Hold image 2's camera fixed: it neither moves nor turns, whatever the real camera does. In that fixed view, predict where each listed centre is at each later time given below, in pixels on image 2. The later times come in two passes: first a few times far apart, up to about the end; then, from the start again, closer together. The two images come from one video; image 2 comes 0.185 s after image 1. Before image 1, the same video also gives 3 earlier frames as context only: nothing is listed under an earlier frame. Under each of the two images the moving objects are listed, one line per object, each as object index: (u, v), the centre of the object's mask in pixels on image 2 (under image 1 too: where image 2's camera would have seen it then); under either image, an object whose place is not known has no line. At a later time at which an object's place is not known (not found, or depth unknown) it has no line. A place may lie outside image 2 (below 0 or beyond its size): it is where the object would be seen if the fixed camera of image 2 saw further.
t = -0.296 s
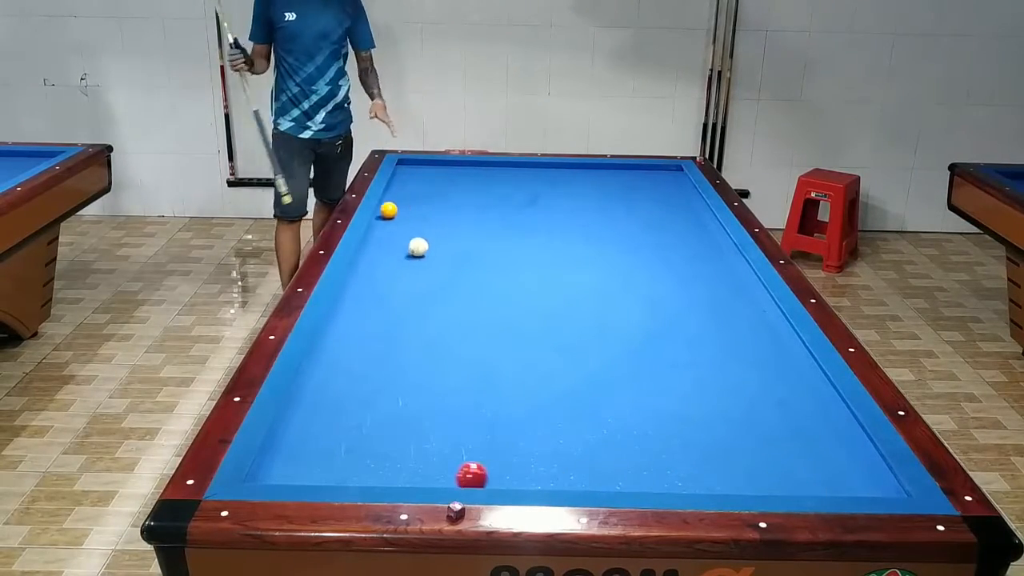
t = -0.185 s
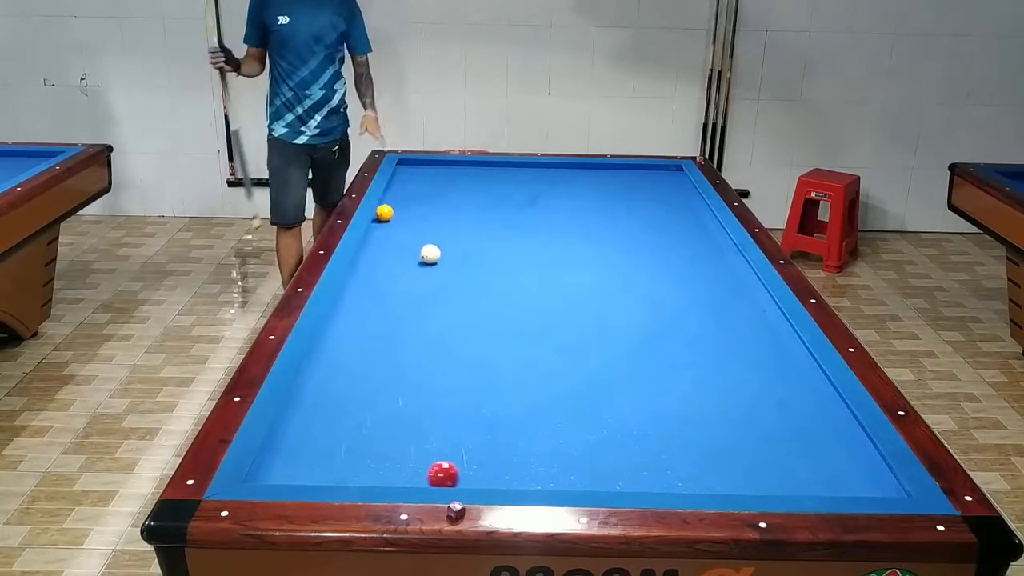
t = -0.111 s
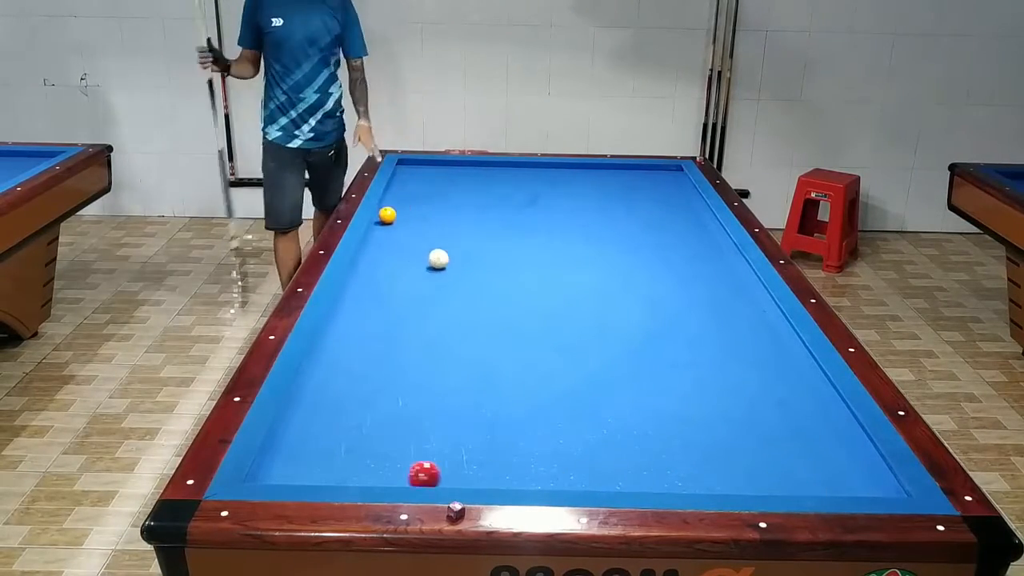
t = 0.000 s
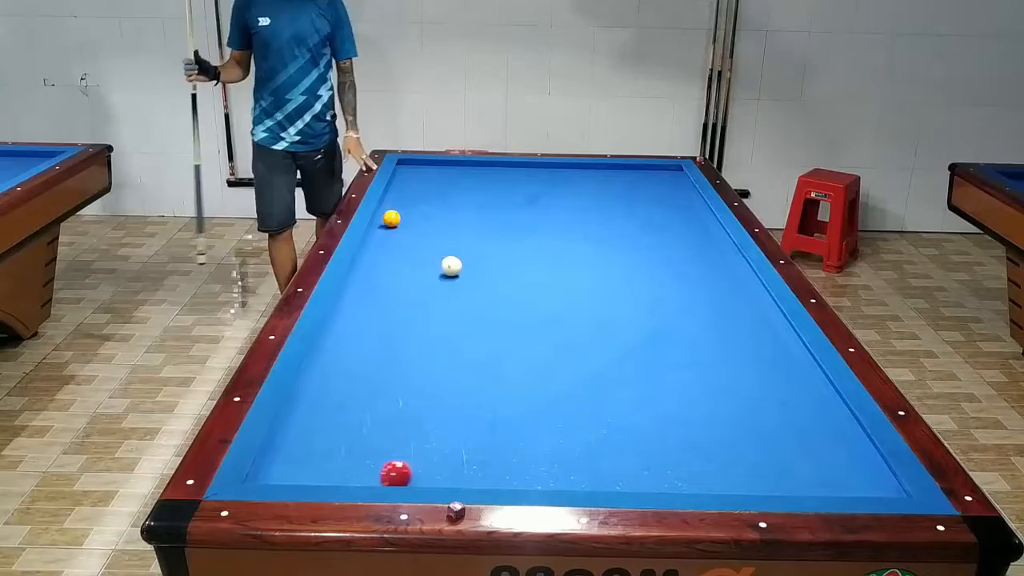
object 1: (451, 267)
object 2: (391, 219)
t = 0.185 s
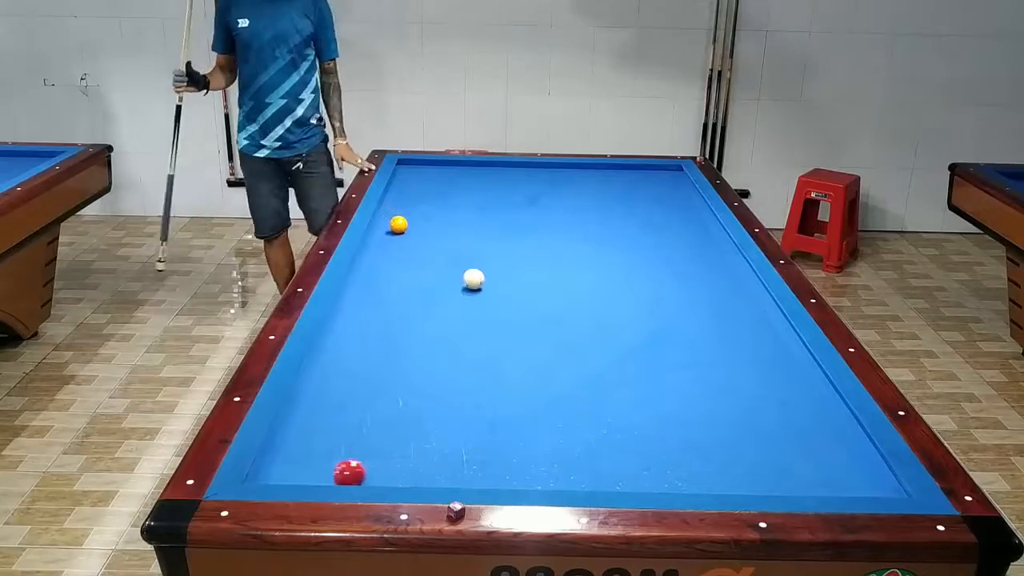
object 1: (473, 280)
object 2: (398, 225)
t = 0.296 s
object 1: (487, 288)
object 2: (403, 228)
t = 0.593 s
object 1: (527, 311)
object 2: (414, 238)
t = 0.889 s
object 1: (572, 336)
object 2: (426, 248)
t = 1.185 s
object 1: (620, 364)
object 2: (439, 257)
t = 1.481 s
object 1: (675, 395)
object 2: (452, 267)
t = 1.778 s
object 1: (736, 429)
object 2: (465, 277)
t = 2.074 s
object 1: (804, 467)
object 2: (478, 287)
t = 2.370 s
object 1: (857, 480)
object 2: (490, 296)
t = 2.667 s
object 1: (864, 458)
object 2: (503, 306)
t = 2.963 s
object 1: (829, 438)
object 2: (517, 315)
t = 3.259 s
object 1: (798, 421)
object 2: (529, 324)
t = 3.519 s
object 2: (541, 331)
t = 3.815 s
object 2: (556, 339)
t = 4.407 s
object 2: (576, 356)
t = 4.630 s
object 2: (584, 361)
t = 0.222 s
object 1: (478, 282)
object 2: (400, 226)
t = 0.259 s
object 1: (482, 285)
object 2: (401, 227)
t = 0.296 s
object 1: (487, 288)
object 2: (403, 228)
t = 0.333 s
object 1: (492, 291)
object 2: (404, 230)
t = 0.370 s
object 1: (497, 293)
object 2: (406, 231)
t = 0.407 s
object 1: (502, 296)
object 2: (407, 232)
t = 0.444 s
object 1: (507, 299)
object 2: (409, 233)
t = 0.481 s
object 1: (512, 302)
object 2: (410, 234)
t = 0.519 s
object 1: (517, 305)
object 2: (411, 236)
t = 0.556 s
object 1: (522, 308)
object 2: (413, 237)
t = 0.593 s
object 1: (527, 311)
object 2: (414, 238)
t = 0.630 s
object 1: (533, 314)
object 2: (416, 239)
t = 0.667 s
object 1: (538, 317)
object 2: (418, 241)
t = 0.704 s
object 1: (543, 321)
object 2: (419, 242)
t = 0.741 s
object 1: (549, 324)
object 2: (420, 243)
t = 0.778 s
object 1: (555, 327)
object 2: (422, 244)
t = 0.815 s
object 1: (560, 330)
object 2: (423, 245)
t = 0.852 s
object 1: (566, 333)
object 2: (425, 247)
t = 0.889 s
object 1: (572, 336)
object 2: (426, 248)
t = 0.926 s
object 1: (577, 340)
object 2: (428, 249)
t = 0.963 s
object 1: (583, 343)
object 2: (430, 250)
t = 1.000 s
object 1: (589, 346)
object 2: (431, 251)
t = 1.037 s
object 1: (595, 350)
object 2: (433, 253)
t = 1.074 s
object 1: (601, 353)
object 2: (434, 254)
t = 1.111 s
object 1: (608, 357)
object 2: (436, 255)
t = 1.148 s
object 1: (614, 361)
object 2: (437, 256)
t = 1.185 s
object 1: (620, 364)
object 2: (439, 257)
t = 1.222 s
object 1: (627, 368)
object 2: (441, 259)
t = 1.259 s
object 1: (634, 371)
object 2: (442, 260)
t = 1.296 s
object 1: (640, 375)
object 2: (444, 261)
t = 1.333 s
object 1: (647, 379)
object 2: (445, 262)
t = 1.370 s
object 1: (654, 383)
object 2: (447, 263)
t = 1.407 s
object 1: (661, 387)
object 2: (449, 265)
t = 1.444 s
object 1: (668, 391)
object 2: (450, 266)
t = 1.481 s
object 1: (675, 395)
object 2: (452, 267)
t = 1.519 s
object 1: (682, 399)
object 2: (454, 268)
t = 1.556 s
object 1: (689, 403)
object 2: (455, 270)
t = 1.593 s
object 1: (697, 407)
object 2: (457, 271)
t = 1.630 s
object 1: (705, 412)
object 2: (458, 272)
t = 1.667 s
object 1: (713, 416)
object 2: (460, 273)
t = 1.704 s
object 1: (720, 420)
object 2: (462, 274)
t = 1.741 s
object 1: (728, 425)
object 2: (463, 276)
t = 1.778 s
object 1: (736, 429)
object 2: (465, 277)
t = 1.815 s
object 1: (744, 434)
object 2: (467, 278)
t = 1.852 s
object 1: (753, 438)
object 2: (468, 279)
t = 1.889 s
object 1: (761, 443)
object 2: (470, 280)
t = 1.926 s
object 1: (769, 448)
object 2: (471, 282)
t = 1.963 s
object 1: (778, 452)
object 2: (473, 283)
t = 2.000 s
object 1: (786, 457)
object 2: (474, 284)
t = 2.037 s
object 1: (795, 462)
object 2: (476, 285)
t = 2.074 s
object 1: (804, 467)
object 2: (478, 287)
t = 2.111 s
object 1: (813, 472)
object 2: (479, 288)
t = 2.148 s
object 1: (822, 477)
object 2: (481, 289)
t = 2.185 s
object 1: (832, 481)
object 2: (482, 290)
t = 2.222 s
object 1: (841, 485)
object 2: (484, 292)
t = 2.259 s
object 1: (847, 486)
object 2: (485, 293)
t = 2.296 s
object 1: (850, 484)
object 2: (487, 294)
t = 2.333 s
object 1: (853, 482)
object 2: (489, 295)
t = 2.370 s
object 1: (857, 480)
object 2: (490, 296)
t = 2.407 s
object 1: (860, 477)
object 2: (492, 298)
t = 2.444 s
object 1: (862, 474)
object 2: (494, 299)
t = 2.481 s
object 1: (865, 472)
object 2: (495, 300)
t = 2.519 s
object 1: (868, 469)
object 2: (497, 301)
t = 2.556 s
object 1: (871, 466)
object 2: (499, 302)
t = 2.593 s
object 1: (873, 463)
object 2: (500, 304)
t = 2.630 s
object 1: (868, 461)
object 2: (502, 305)
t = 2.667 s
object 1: (864, 458)
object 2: (503, 306)
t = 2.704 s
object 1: (859, 455)
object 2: (505, 307)
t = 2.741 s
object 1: (854, 453)
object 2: (507, 308)
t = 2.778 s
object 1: (850, 450)
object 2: (508, 309)
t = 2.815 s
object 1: (846, 448)
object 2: (510, 310)
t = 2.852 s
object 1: (841, 445)
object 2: (512, 312)
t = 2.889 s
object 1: (837, 443)
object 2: (513, 313)
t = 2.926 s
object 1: (833, 441)
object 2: (515, 314)
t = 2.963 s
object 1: (829, 438)
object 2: (517, 315)
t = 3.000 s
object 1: (825, 436)
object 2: (518, 316)
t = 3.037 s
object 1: (821, 434)
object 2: (520, 317)
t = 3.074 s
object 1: (817, 432)
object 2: (521, 319)
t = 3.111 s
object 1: (813, 429)
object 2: (523, 320)
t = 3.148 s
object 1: (809, 427)
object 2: (525, 321)
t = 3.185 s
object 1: (806, 425)
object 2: (526, 322)
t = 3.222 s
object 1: (802, 423)
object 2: (528, 323)
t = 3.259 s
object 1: (798, 421)
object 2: (529, 324)
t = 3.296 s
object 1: (795, 419)
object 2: (531, 325)
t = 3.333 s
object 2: (533, 326)
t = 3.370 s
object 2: (534, 327)
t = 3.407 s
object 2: (536, 328)
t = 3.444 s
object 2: (537, 329)
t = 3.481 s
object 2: (539, 331)
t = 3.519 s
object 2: (541, 331)
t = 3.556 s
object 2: (541, 330)
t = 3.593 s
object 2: (543, 334)
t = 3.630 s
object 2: (545, 335)
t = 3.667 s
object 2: (546, 336)
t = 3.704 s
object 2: (548, 337)
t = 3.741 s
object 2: (550, 338)
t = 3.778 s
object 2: (551, 339)
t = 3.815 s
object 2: (556, 339)
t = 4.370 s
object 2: (569, 354)
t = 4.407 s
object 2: (576, 356)
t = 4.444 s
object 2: (578, 356)
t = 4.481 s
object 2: (579, 358)
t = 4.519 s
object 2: (580, 359)
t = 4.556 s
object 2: (582, 359)
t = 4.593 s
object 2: (583, 360)
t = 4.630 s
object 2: (584, 361)
